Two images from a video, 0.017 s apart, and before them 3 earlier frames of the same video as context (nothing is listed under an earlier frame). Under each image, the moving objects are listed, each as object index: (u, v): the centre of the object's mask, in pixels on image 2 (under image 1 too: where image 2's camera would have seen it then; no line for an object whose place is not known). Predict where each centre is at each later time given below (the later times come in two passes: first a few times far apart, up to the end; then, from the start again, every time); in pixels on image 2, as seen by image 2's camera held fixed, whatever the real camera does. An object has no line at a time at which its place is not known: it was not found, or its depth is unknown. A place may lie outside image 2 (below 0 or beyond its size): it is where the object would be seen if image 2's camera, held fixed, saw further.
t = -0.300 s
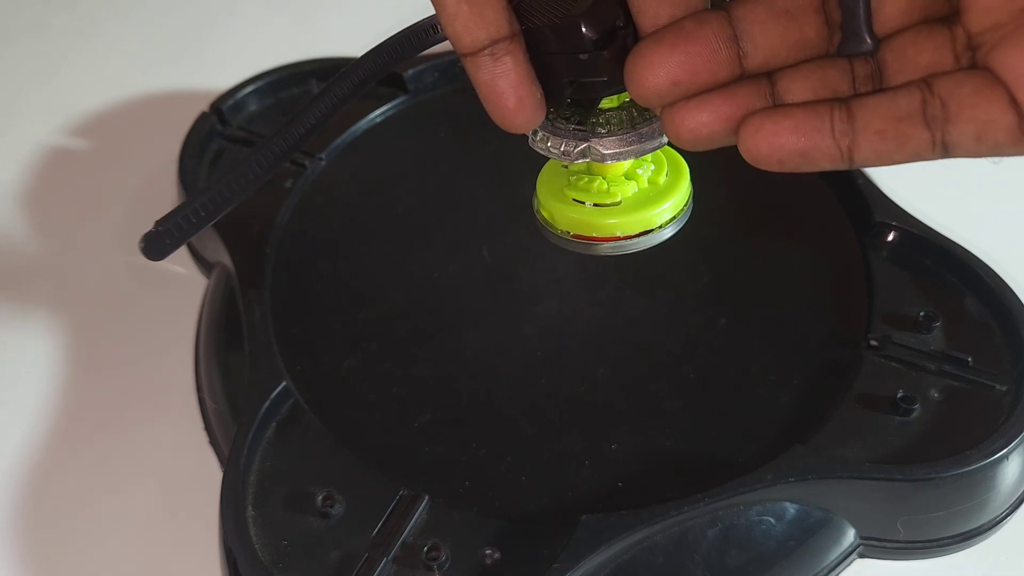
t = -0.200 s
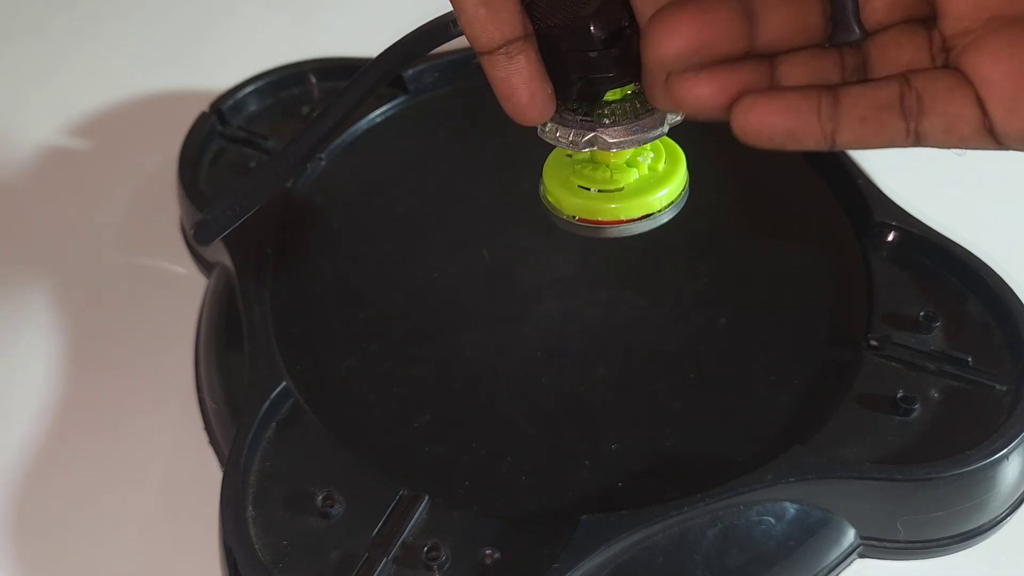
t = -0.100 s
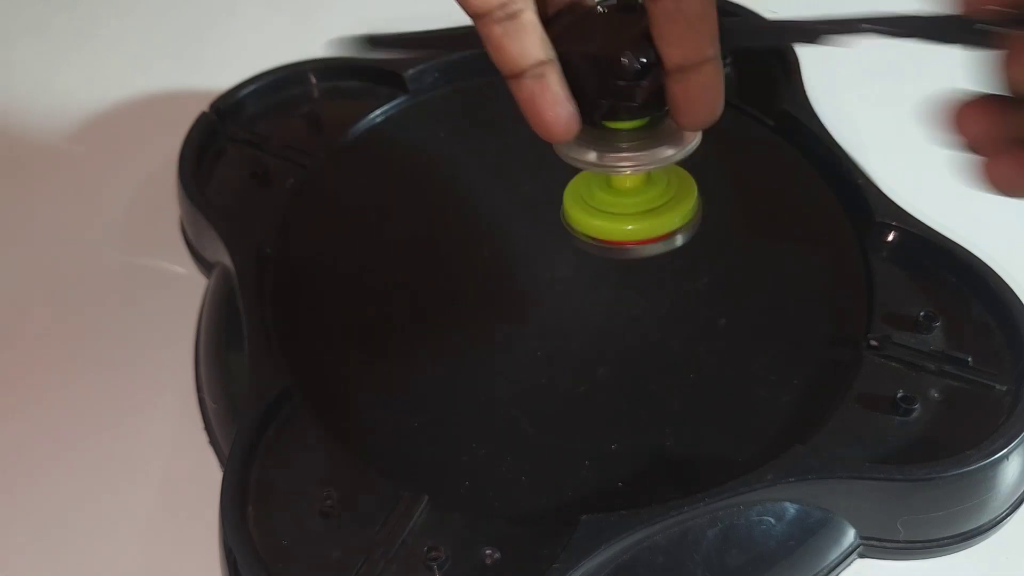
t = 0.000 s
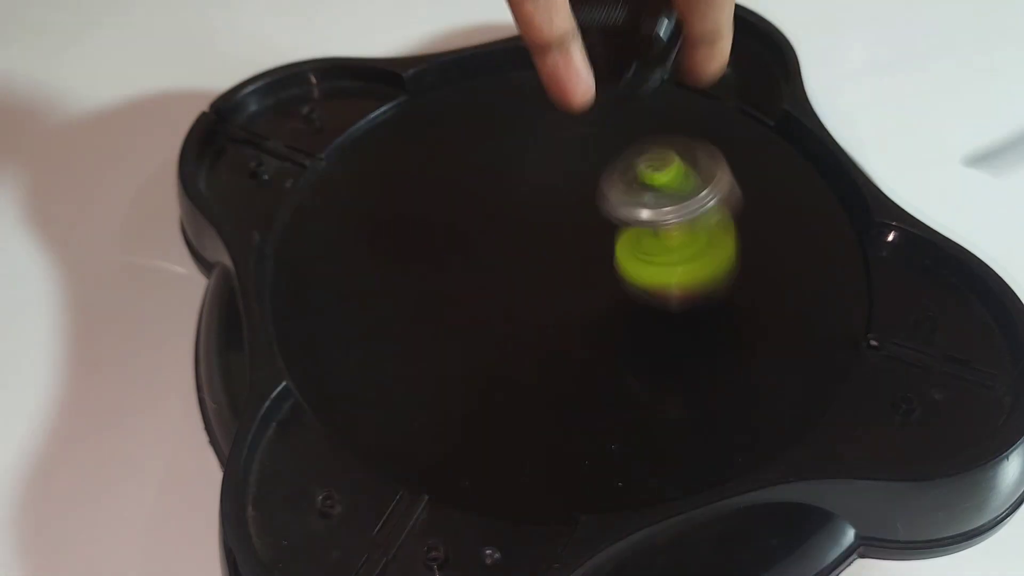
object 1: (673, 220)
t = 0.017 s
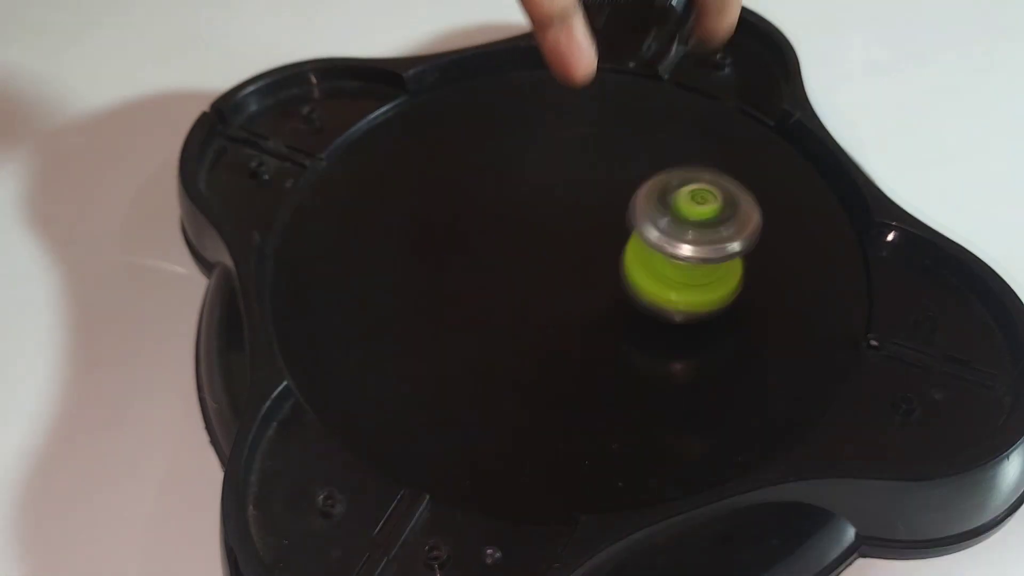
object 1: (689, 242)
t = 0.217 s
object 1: (776, 263)
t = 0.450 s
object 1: (731, 220)
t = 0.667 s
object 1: (678, 193)
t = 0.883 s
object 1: (623, 171)
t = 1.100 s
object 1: (571, 155)
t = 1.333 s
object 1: (535, 153)
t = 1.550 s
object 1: (518, 157)
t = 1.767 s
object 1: (510, 171)
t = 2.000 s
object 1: (517, 197)
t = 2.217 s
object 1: (525, 225)
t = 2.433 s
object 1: (527, 253)
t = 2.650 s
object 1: (521, 272)
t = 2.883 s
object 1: (510, 282)
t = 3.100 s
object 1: (506, 279)
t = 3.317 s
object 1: (514, 265)
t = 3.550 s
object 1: (534, 244)
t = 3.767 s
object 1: (560, 227)
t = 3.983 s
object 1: (588, 216)
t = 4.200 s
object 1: (607, 215)
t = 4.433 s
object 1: (618, 222)
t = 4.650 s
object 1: (608, 235)
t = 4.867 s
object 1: (588, 246)
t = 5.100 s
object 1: (559, 247)
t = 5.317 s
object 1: (535, 236)
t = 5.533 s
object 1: (523, 219)
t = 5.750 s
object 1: (525, 206)
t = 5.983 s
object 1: (540, 201)
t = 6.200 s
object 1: (559, 207)
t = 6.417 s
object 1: (574, 222)
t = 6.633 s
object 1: (580, 241)
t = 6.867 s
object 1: (572, 255)
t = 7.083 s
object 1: (553, 259)
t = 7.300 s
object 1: (536, 250)
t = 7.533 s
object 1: (530, 233)
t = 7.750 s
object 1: (539, 216)
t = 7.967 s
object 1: (558, 206)
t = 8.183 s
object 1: (576, 207)
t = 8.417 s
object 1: (590, 218)
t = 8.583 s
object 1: (589, 230)
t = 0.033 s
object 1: (703, 229)
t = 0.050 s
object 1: (715, 220)
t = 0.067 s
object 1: (726, 218)
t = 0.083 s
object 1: (737, 219)
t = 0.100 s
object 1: (746, 227)
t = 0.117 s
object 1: (754, 239)
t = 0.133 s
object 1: (761, 257)
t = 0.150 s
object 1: (767, 276)
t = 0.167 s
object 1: (772, 268)
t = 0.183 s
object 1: (775, 267)
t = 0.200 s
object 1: (777, 269)
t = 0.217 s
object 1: (776, 263)
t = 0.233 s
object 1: (774, 259)
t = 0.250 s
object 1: (771, 253)
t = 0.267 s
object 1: (768, 249)
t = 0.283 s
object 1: (765, 246)
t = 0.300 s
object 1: (762, 242)
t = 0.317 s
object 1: (759, 239)
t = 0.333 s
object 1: (756, 237)
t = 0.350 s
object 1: (753, 234)
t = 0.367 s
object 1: (750, 231)
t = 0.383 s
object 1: (747, 229)
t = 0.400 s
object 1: (743, 227)
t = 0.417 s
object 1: (739, 224)
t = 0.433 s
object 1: (735, 222)
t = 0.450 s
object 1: (731, 220)
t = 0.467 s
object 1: (727, 217)
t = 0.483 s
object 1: (724, 215)
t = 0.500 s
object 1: (720, 213)
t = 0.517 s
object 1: (715, 210)
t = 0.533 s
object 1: (711, 208)
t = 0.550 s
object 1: (707, 206)
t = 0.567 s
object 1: (703, 204)
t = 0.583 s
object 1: (699, 201)
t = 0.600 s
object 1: (695, 200)
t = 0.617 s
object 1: (691, 198)
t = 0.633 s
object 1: (686, 196)
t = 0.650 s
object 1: (682, 194)
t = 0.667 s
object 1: (678, 193)
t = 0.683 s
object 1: (674, 191)
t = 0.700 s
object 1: (670, 189)
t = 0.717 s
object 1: (666, 188)
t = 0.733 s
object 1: (661, 186)
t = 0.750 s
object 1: (657, 185)
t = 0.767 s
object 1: (653, 183)
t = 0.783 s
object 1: (649, 181)
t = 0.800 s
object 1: (645, 180)
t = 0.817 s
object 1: (641, 178)
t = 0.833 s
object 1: (636, 176)
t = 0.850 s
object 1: (631, 175)
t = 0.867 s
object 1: (627, 173)
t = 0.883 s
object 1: (623, 171)
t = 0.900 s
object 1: (619, 170)
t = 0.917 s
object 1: (615, 169)
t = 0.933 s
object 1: (610, 167)
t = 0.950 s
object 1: (605, 166)
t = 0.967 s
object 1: (601, 165)
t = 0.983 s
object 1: (597, 163)
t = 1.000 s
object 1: (594, 162)
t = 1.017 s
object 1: (589, 161)
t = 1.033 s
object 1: (585, 159)
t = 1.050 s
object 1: (581, 158)
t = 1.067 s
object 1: (577, 158)
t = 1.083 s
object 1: (574, 156)
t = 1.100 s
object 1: (571, 155)
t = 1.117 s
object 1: (567, 155)
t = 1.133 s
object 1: (564, 154)
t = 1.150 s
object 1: (560, 154)
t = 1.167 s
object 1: (558, 153)
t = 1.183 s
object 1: (555, 152)
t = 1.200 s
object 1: (553, 152)
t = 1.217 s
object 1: (550, 152)
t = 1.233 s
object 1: (547, 152)
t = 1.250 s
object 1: (544, 152)
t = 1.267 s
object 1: (542, 152)
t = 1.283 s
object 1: (541, 152)
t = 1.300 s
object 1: (539, 152)
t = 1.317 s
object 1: (537, 152)
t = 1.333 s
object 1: (535, 153)
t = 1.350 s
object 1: (533, 153)
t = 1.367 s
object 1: (531, 153)
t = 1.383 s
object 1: (530, 153)
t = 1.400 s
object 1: (528, 154)
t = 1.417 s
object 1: (527, 154)
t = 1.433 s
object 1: (525, 155)
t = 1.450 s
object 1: (524, 155)
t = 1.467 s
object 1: (523, 155)
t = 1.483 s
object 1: (522, 155)
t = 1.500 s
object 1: (521, 156)
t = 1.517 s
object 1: (519, 156)
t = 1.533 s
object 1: (518, 157)
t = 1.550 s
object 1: (518, 157)
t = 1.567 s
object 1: (517, 157)
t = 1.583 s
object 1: (516, 158)
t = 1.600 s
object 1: (515, 159)
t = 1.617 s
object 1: (514, 159)
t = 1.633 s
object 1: (513, 160)
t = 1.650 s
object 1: (513, 161)
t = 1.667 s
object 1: (512, 163)
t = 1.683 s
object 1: (511, 164)
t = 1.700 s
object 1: (511, 165)
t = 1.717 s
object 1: (510, 166)
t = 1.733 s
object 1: (510, 167)
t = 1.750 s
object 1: (510, 169)
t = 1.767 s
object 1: (510, 171)
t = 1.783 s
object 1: (510, 172)
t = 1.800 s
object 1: (511, 174)
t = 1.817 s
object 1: (511, 175)
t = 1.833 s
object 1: (511, 178)
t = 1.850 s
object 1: (512, 180)
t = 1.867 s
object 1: (512, 182)
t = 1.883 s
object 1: (512, 184)
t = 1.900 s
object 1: (513, 185)
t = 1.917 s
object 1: (513, 188)
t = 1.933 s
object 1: (514, 189)
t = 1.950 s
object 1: (514, 191)
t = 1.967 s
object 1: (515, 193)
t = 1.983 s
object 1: (516, 195)
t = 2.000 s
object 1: (517, 197)
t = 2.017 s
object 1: (517, 200)
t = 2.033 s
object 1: (518, 202)
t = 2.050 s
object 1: (518, 204)
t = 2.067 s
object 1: (519, 206)
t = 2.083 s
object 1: (520, 208)
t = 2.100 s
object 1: (520, 210)
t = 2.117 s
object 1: (521, 213)
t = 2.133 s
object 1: (522, 214)
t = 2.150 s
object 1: (522, 216)
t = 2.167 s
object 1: (523, 218)
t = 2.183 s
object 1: (524, 221)
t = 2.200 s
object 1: (524, 223)
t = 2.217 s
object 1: (525, 225)
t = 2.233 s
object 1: (525, 227)
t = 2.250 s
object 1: (526, 229)
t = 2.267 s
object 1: (526, 232)
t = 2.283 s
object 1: (526, 234)
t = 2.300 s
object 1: (527, 236)
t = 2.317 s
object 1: (527, 238)
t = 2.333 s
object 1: (527, 240)
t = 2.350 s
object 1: (527, 243)
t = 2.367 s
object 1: (527, 244)
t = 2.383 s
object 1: (528, 246)
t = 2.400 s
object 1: (528, 248)
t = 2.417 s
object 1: (528, 251)
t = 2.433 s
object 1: (527, 253)
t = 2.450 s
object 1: (527, 254)
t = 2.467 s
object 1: (527, 255)
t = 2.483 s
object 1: (527, 257)
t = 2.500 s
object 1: (526, 259)
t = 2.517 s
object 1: (526, 261)
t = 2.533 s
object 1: (525, 262)
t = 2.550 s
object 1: (525, 263)
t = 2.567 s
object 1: (524, 265)
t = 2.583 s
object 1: (524, 267)
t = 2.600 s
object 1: (523, 268)
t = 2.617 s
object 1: (523, 269)
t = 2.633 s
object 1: (522, 270)
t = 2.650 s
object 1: (521, 272)
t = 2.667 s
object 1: (520, 273)
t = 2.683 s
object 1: (520, 273)
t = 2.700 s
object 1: (519, 274)
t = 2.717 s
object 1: (518, 276)
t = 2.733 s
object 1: (517, 277)
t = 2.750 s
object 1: (516, 277)
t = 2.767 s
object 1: (516, 278)
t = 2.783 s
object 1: (515, 279)
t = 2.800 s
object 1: (514, 280)
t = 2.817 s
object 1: (513, 281)
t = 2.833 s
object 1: (513, 281)
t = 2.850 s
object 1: (512, 281)
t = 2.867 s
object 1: (511, 282)
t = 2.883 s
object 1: (510, 282)
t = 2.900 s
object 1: (510, 282)
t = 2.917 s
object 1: (510, 282)
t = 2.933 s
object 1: (509, 282)
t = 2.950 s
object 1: (509, 282)
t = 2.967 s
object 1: (509, 282)
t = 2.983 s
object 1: (509, 282)
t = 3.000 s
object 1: (509, 282)
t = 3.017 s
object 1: (508, 282)
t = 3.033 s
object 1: (507, 282)
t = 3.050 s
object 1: (507, 281)
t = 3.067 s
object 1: (507, 281)
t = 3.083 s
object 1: (507, 280)
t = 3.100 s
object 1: (506, 279)
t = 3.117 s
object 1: (507, 278)
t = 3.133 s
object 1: (507, 277)
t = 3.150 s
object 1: (507, 277)
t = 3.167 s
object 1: (507, 276)
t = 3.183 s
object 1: (507, 274)
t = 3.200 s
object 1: (508, 273)
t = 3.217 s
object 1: (508, 272)
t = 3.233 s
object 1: (509, 271)
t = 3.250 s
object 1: (510, 270)
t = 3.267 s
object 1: (511, 269)
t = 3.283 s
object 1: (512, 268)
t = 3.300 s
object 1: (512, 266)
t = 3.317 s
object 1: (514, 265)
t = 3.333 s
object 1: (515, 263)
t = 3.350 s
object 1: (516, 262)
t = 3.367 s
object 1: (517, 261)
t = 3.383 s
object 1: (519, 259)
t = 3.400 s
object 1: (520, 257)
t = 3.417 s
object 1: (522, 256)
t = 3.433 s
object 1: (523, 255)
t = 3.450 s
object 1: (524, 253)
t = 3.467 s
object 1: (526, 251)
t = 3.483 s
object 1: (528, 250)
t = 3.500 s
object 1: (529, 249)
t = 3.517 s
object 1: (530, 247)
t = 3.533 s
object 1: (532, 246)
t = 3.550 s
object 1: (534, 244)
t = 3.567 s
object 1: (535, 243)
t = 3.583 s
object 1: (537, 241)
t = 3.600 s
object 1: (540, 240)
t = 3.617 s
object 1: (542, 238)
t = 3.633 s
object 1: (543, 237)
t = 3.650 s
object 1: (545, 235)
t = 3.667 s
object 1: (548, 234)
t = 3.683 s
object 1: (550, 232)
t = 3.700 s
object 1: (551, 232)
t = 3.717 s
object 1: (554, 230)
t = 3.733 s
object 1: (557, 229)
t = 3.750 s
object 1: (559, 228)
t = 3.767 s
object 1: (560, 227)
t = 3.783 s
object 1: (563, 225)
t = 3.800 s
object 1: (565, 224)
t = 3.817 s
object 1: (567, 223)
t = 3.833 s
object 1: (569, 222)
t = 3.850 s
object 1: (571, 221)
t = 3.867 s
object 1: (573, 220)
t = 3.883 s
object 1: (575, 220)
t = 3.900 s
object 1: (577, 219)
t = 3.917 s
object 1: (580, 218)
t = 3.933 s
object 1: (582, 217)
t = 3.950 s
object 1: (583, 217)
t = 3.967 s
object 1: (585, 216)
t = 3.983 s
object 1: (588, 216)
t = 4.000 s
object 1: (589, 216)
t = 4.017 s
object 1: (591, 216)
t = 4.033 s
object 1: (593, 215)
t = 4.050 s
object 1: (595, 215)
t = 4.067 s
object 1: (597, 215)
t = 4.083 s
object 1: (598, 215)
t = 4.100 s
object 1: (600, 214)
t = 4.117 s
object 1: (601, 214)
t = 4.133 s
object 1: (603, 214)
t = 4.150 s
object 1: (604, 214)
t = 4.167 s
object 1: (605, 214)
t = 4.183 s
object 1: (606, 215)
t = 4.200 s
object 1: (607, 215)
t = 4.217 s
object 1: (608, 215)
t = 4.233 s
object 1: (610, 215)
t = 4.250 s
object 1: (611, 215)
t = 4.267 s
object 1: (612, 216)
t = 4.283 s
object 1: (613, 216)
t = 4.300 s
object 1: (614, 217)
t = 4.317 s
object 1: (615, 218)
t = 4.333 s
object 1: (615, 218)
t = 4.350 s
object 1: (616, 218)
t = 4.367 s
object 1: (617, 219)
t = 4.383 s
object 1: (617, 220)
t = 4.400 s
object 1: (617, 220)
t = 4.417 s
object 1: (618, 221)
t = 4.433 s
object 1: (618, 222)
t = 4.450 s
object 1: (618, 223)
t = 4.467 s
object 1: (618, 224)
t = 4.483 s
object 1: (618, 225)
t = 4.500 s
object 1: (617, 226)
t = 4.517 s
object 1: (616, 226)
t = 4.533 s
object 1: (616, 227)
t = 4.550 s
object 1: (615, 229)
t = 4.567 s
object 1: (613, 230)
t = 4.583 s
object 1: (613, 230)
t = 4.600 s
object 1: (612, 231)
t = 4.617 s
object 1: (610, 233)
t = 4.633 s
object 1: (609, 234)
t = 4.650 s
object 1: (608, 235)
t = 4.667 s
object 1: (607, 236)
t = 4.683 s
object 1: (605, 238)
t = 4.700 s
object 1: (604, 238)
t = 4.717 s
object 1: (603, 239)
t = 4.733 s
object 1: (601, 241)
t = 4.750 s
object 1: (600, 241)
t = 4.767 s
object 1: (599, 242)
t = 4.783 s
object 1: (597, 243)
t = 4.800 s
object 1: (595, 244)
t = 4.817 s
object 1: (594, 244)
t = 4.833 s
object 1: (592, 245)
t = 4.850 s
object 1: (590, 246)
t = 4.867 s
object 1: (588, 246)
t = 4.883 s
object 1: (587, 247)
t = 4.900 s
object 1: (584, 247)
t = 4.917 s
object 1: (582, 248)
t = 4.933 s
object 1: (580, 248)
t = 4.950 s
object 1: (578, 248)
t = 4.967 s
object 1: (576, 249)
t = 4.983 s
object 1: (574, 248)
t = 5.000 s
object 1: (572, 249)
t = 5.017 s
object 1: (569, 249)
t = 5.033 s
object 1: (567, 248)
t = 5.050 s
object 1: (566, 248)
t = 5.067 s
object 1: (563, 248)
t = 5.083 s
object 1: (560, 248)
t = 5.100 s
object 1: (559, 247)
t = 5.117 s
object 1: (557, 246)
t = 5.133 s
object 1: (554, 246)
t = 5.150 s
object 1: (553, 245)
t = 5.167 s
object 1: (551, 244)
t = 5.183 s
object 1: (548, 244)
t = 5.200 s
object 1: (546, 243)
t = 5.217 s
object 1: (545, 242)
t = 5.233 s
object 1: (543, 241)
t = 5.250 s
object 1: (541, 240)
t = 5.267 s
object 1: (540, 239)
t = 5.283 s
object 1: (538, 238)
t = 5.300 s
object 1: (536, 237)
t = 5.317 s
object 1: (535, 236)
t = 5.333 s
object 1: (532, 233)
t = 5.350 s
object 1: (531, 232)
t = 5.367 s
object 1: (530, 231)
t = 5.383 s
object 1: (529, 230)
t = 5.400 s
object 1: (527, 229)
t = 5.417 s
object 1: (527, 227)
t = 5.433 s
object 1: (526, 226)
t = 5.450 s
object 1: (525, 225)
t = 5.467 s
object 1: (524, 224)
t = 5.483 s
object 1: (524, 222)
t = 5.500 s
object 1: (523, 221)
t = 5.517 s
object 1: (522, 220)
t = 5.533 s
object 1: (523, 219)
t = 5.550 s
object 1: (522, 218)
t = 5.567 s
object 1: (521, 217)
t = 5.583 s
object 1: (522, 216)
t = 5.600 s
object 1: (522, 214)
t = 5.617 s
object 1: (521, 213)
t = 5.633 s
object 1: (522, 212)
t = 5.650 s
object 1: (522, 211)
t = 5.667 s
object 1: (522, 210)
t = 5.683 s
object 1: (523, 209)
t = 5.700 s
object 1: (524, 208)
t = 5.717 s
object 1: (524, 207)
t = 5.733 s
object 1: (524, 206)
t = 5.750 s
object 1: (525, 206)
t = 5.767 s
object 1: (526, 205)
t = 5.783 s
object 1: (526, 205)
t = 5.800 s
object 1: (528, 204)
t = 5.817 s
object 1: (528, 203)
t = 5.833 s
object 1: (529, 203)
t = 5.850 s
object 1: (531, 202)
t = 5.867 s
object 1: (532, 202)
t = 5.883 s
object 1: (533, 202)
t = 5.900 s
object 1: (534, 201)
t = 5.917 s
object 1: (535, 201)
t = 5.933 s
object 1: (536, 201)
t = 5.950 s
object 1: (538, 201)
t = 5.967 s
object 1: (539, 201)
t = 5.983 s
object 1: (540, 201)
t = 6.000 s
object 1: (541, 201)
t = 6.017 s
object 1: (543, 201)
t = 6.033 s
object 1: (544, 202)
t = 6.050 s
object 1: (546, 202)
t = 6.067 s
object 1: (548, 202)
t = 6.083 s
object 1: (549, 203)
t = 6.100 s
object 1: (550, 203)
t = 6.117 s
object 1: (552, 203)
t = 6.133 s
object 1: (553, 204)
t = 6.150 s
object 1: (555, 205)
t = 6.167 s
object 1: (557, 205)
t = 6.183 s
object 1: (558, 206)
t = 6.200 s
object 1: (559, 207)
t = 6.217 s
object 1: (561, 207)
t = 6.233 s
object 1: (562, 208)
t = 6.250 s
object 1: (563, 210)
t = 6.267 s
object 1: (565, 210)
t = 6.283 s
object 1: (566, 211)
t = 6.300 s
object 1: (567, 213)
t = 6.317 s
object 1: (568, 214)
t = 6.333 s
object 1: (570, 215)
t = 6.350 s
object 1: (570, 217)
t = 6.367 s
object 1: (571, 218)
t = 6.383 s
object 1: (573, 219)
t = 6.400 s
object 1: (573, 221)
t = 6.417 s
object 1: (574, 222)
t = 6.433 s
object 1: (575, 223)
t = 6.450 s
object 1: (575, 225)
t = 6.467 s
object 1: (576, 226)
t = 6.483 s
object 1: (577, 228)
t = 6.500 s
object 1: (577, 230)
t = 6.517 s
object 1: (577, 231)
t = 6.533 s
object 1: (578, 233)
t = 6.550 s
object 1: (578, 235)
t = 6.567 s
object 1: (579, 236)
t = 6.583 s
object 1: (579, 238)
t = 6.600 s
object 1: (579, 239)
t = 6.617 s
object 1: (580, 240)
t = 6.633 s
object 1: (580, 241)
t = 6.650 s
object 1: (580, 242)
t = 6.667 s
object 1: (580, 243)
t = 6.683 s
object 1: (580, 244)
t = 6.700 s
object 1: (580, 246)
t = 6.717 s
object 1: (579, 247)
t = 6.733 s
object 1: (579, 248)
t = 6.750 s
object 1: (578, 249)
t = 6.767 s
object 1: (578, 250)
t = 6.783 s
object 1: (577, 251)
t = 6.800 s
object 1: (576, 252)
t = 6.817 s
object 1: (575, 253)
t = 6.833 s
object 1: (574, 254)
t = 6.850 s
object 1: (573, 255)
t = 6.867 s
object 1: (572, 255)
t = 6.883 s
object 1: (571, 256)
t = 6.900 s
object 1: (570, 257)
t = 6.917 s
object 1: (568, 257)
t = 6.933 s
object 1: (567, 258)
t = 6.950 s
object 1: (565, 258)
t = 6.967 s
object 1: (564, 258)
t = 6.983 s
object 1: (563, 259)
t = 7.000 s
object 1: (561, 259)
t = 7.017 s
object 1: (560, 259)
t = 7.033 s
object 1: (558, 259)
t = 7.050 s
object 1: (556, 259)
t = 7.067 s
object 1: (555, 259)
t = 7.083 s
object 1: (553, 259)
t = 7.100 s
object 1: (552, 259)
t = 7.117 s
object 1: (550, 258)
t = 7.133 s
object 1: (549, 258)
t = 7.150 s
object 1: (547, 257)
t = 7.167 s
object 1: (546, 256)
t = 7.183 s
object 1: (545, 256)
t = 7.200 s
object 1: (543, 256)
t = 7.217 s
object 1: (543, 254)
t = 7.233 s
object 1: (541, 254)
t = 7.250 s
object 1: (540, 253)
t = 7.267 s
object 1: (539, 252)
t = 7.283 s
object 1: (538, 251)
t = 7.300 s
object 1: (536, 250)
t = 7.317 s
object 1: (536, 249)
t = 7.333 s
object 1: (535, 248)
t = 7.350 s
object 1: (534, 247)
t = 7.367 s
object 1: (534, 246)
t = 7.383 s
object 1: (532, 245)
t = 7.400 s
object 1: (532, 243)
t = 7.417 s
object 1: (532, 242)
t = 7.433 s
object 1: (531, 241)
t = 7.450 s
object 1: (530, 239)
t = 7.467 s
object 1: (530, 238)
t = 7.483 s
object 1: (530, 237)
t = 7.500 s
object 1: (530, 235)
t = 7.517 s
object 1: (530, 234)
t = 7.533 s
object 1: (530, 233)
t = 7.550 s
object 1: (530, 231)
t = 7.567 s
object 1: (530, 230)
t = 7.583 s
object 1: (530, 229)
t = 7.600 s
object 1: (531, 227)
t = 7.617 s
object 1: (532, 226)
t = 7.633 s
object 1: (532, 225)
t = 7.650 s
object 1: (533, 223)
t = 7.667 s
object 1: (534, 222)
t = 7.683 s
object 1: (534, 221)
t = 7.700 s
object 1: (536, 219)
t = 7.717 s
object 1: (536, 218)
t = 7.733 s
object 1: (537, 217)
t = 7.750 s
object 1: (539, 216)
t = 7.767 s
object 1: (539, 215)
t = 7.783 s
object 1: (541, 214)
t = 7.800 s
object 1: (542, 213)
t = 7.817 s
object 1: (543, 212)
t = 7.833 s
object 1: (545, 211)
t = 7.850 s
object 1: (547, 210)
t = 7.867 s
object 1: (548, 210)
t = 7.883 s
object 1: (550, 209)
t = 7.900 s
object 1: (551, 208)
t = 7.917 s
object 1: (553, 207)
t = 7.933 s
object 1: (555, 207)
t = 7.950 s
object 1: (556, 207)
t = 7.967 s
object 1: (558, 206)
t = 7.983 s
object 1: (559, 206)
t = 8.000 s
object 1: (560, 206)
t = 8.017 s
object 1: (562, 205)
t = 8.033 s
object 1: (563, 205)
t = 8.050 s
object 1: (564, 205)
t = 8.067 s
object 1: (566, 205)
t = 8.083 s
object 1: (568, 205)
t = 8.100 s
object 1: (569, 205)
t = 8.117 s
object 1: (571, 205)
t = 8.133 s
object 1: (572, 206)
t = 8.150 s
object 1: (574, 206)
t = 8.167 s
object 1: (575, 206)
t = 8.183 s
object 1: (576, 207)
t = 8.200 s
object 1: (578, 207)
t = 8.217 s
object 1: (579, 208)
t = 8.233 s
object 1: (580, 208)
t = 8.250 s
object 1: (582, 209)
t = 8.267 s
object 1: (583, 210)
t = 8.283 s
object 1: (584, 210)
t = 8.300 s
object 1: (585, 211)
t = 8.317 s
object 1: (585, 212)
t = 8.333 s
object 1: (587, 212)
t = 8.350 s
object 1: (588, 214)
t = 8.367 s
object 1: (588, 215)
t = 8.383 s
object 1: (589, 215)
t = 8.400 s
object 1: (589, 217)
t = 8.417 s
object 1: (590, 218)
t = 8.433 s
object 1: (590, 219)
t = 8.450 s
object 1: (590, 221)
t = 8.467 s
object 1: (591, 221)
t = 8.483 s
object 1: (591, 223)
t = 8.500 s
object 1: (590, 224)
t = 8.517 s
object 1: (591, 225)
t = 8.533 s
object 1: (590, 227)
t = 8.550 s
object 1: (590, 228)
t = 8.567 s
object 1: (590, 229)
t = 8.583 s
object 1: (589, 230)
